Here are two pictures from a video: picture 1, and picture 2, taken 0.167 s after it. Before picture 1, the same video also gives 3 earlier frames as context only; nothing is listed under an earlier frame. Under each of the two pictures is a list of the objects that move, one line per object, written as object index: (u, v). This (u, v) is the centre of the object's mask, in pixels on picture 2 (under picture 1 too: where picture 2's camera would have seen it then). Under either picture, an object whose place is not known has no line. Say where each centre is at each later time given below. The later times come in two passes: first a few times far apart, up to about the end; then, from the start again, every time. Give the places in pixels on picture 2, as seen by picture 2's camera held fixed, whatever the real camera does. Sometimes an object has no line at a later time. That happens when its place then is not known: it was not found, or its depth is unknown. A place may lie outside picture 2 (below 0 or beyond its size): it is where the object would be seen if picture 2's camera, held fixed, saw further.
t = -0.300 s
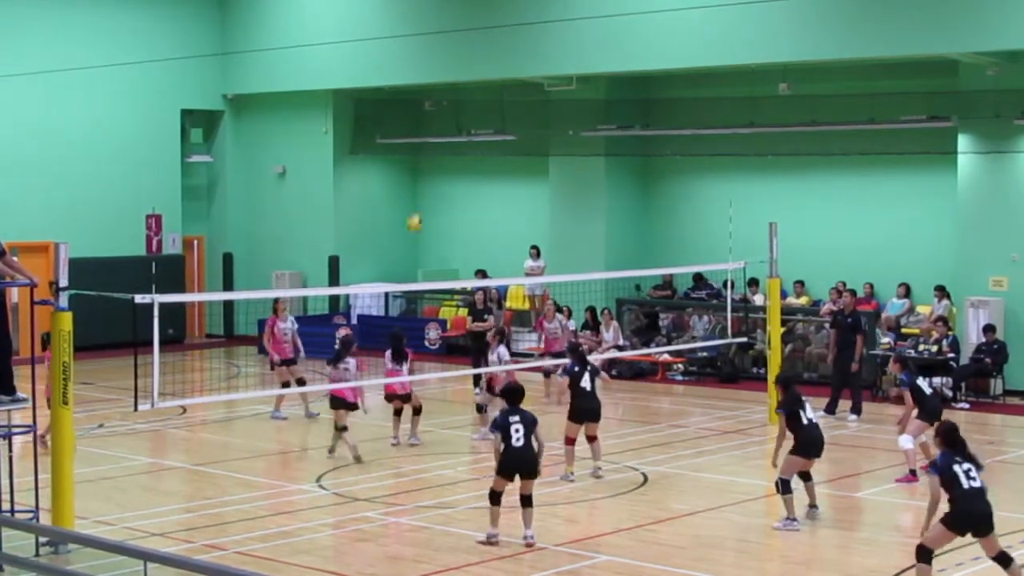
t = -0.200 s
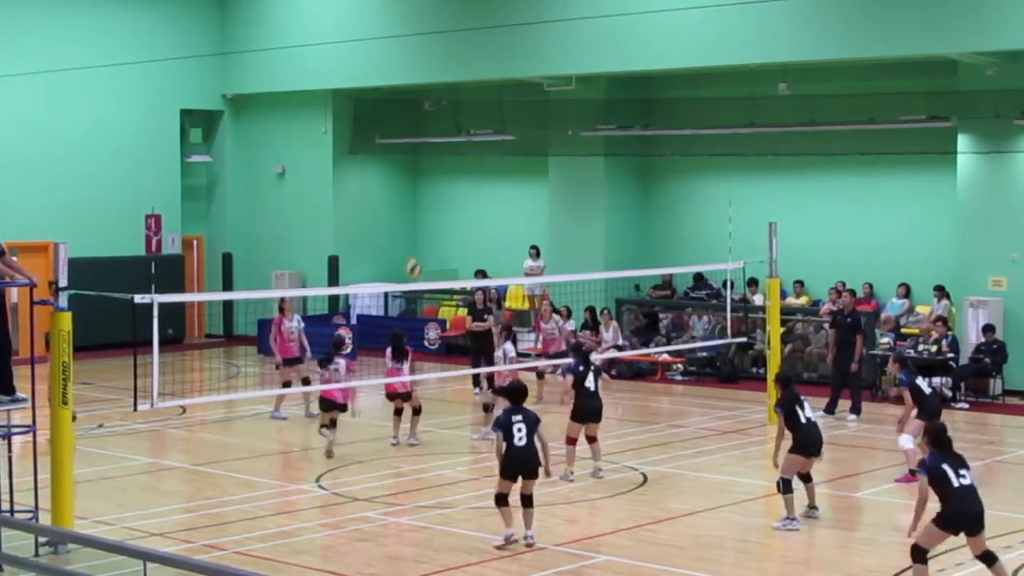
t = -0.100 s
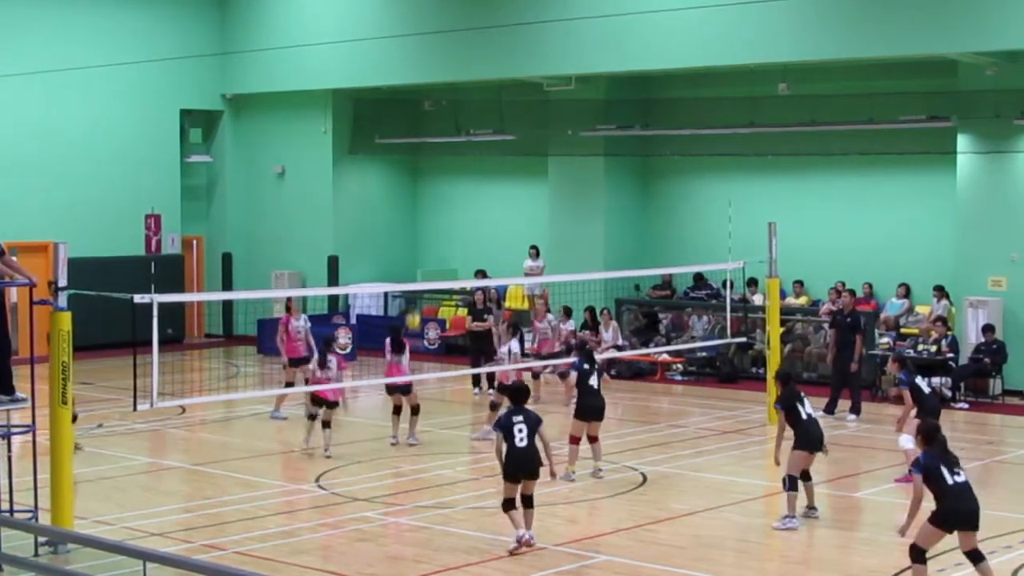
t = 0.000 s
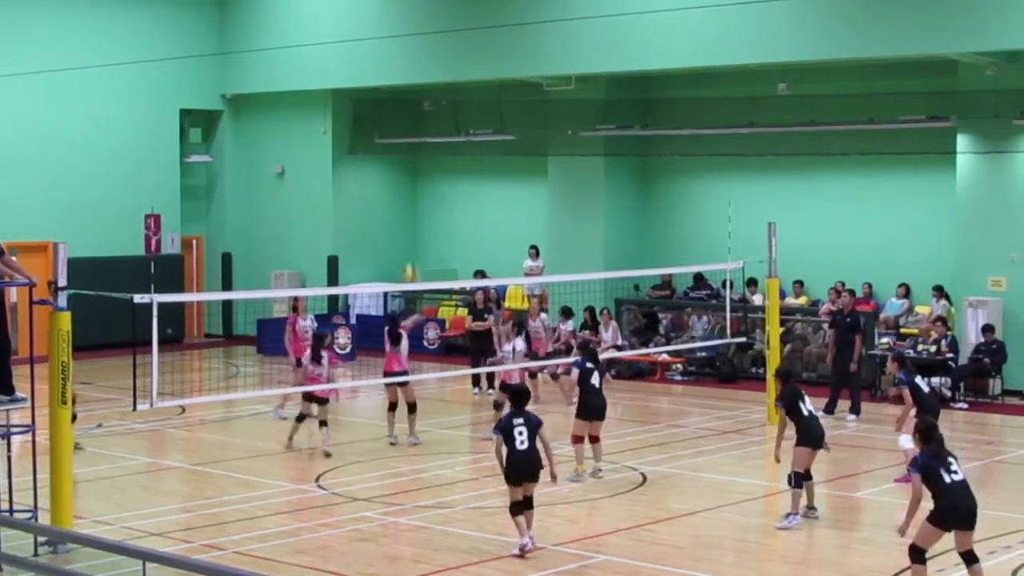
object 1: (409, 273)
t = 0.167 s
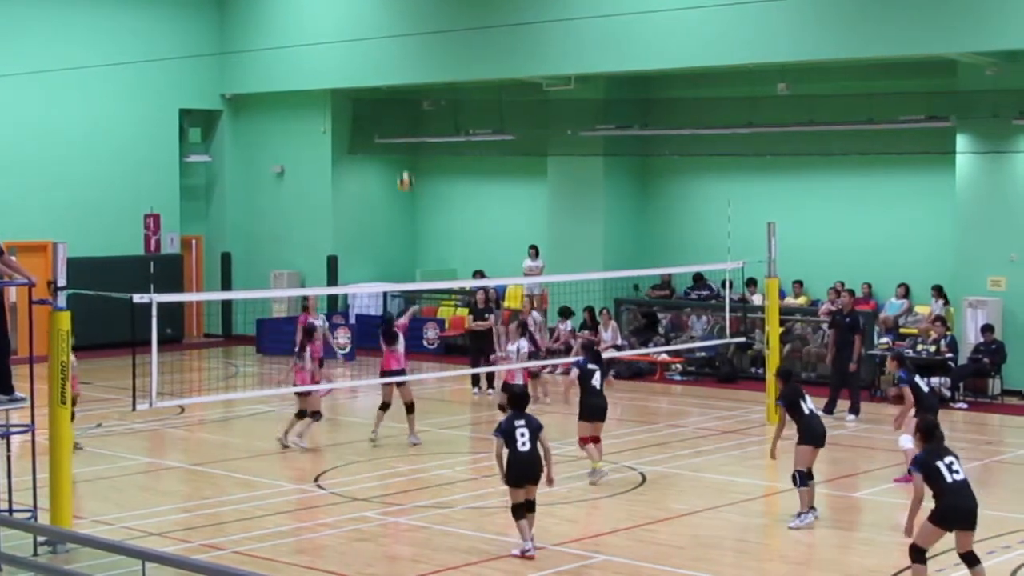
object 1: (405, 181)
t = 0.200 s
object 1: (404, 165)
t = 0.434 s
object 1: (399, 82)
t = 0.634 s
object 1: (395, 47)
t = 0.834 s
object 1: (391, 43)
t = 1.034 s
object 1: (387, 70)
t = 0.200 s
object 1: (404, 165)
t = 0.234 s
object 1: (404, 151)
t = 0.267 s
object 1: (402, 137)
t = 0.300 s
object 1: (402, 124)
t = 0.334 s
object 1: (401, 113)
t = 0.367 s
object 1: (400, 103)
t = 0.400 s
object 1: (399, 93)
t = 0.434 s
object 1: (399, 82)
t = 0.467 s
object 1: (398, 75)
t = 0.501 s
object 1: (397, 67)
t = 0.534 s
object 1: (397, 61)
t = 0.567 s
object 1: (396, 56)
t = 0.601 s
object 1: (395, 51)
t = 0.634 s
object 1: (395, 47)
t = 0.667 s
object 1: (394, 45)
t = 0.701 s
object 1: (393, 43)
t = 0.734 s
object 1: (393, 42)
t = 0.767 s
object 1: (392, 42)
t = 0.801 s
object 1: (392, 42)
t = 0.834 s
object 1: (391, 43)
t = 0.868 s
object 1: (390, 46)
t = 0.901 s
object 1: (390, 49)
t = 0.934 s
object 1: (388, 53)
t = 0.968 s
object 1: (388, 59)
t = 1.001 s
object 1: (387, 64)
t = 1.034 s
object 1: (387, 70)
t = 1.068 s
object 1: (387, 79)
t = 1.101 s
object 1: (385, 87)
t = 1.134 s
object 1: (385, 96)
